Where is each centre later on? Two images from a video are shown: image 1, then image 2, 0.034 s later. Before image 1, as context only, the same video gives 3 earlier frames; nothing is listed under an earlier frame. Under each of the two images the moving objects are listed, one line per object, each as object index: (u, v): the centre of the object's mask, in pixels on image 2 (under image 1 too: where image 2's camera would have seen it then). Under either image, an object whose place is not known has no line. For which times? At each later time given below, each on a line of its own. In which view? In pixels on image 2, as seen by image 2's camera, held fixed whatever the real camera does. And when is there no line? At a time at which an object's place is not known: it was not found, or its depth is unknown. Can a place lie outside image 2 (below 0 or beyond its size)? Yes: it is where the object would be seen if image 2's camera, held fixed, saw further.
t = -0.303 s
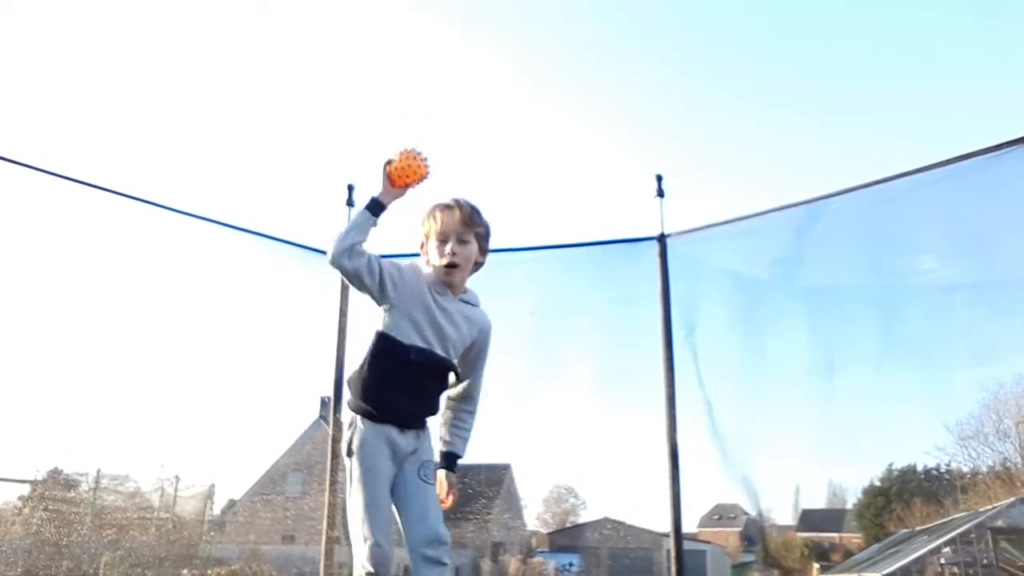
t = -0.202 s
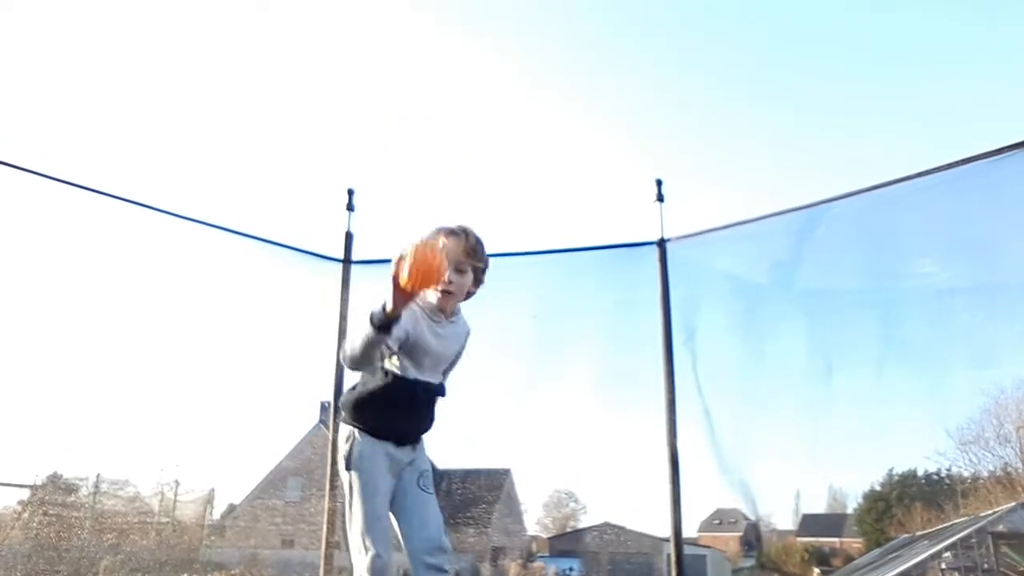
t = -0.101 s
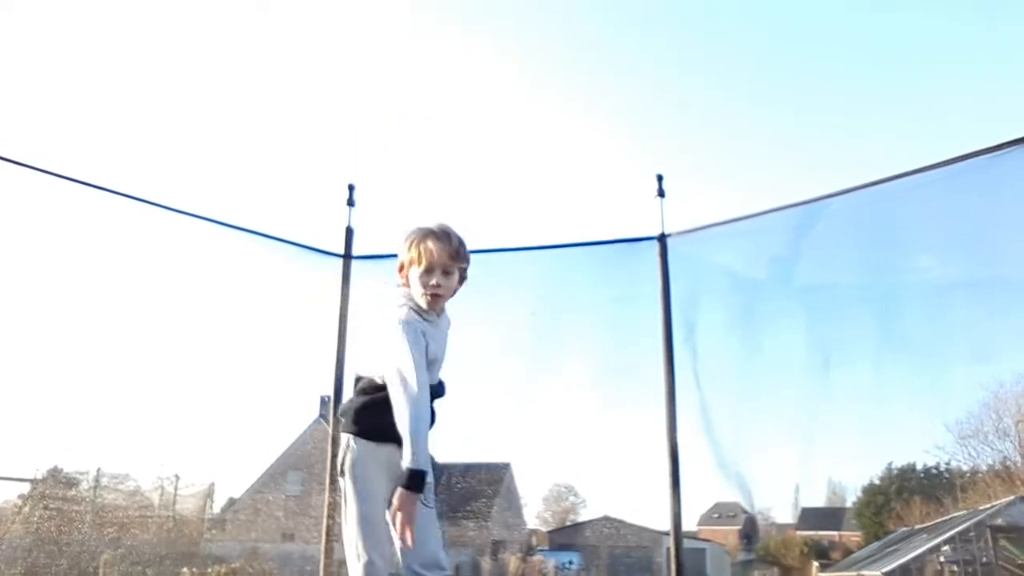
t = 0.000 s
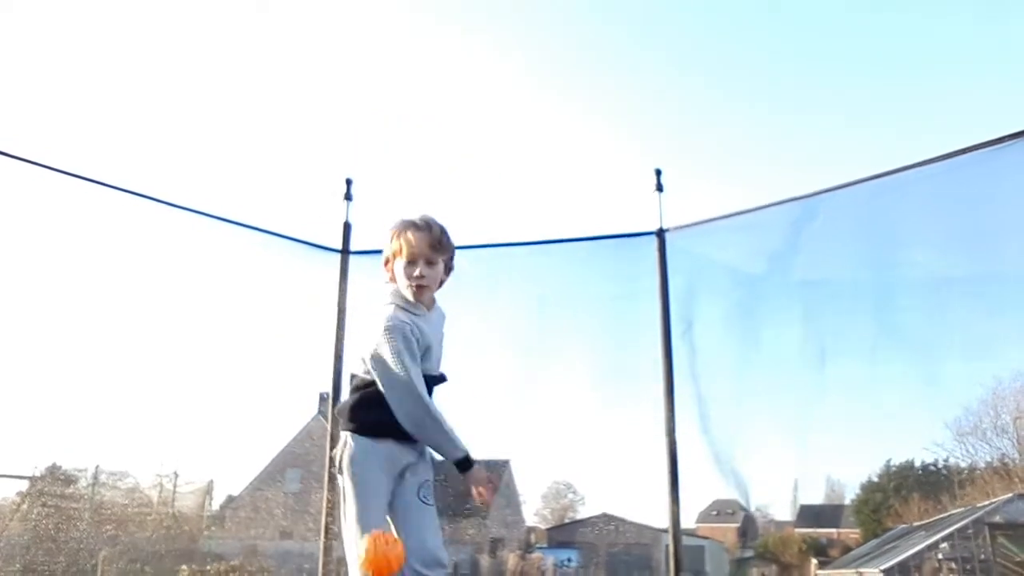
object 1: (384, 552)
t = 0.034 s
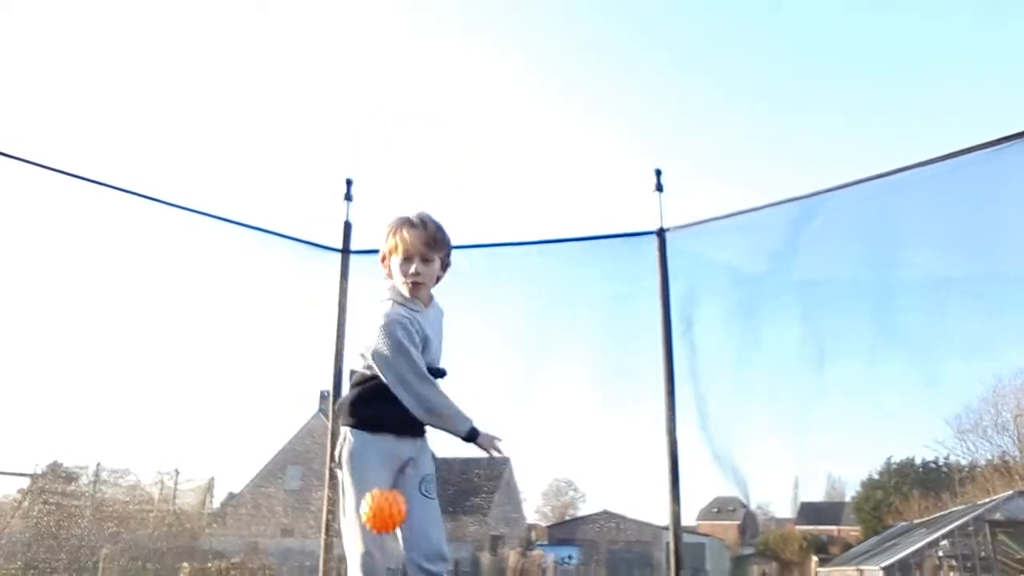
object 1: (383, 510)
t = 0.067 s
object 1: (386, 476)
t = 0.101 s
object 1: (387, 447)
